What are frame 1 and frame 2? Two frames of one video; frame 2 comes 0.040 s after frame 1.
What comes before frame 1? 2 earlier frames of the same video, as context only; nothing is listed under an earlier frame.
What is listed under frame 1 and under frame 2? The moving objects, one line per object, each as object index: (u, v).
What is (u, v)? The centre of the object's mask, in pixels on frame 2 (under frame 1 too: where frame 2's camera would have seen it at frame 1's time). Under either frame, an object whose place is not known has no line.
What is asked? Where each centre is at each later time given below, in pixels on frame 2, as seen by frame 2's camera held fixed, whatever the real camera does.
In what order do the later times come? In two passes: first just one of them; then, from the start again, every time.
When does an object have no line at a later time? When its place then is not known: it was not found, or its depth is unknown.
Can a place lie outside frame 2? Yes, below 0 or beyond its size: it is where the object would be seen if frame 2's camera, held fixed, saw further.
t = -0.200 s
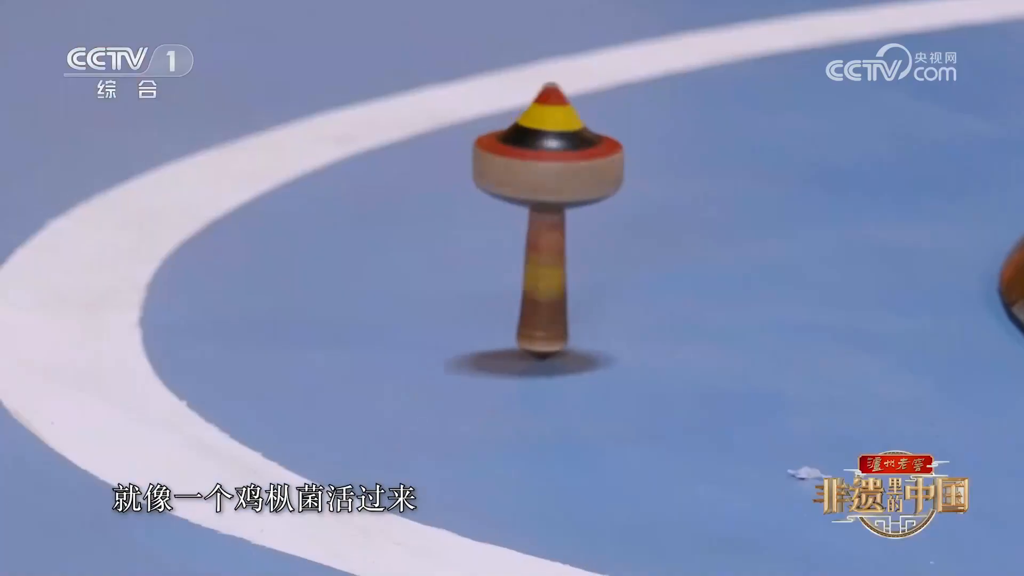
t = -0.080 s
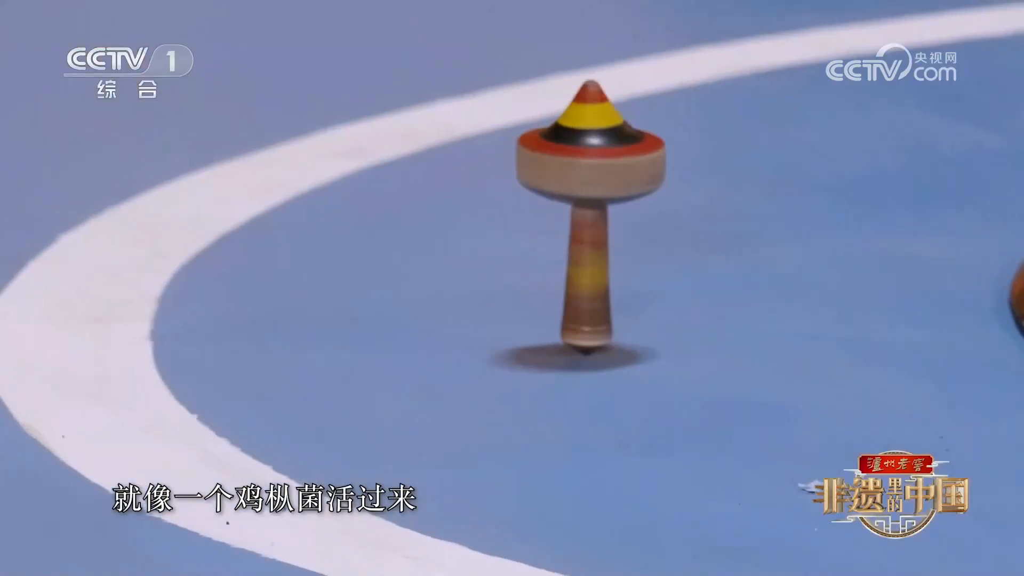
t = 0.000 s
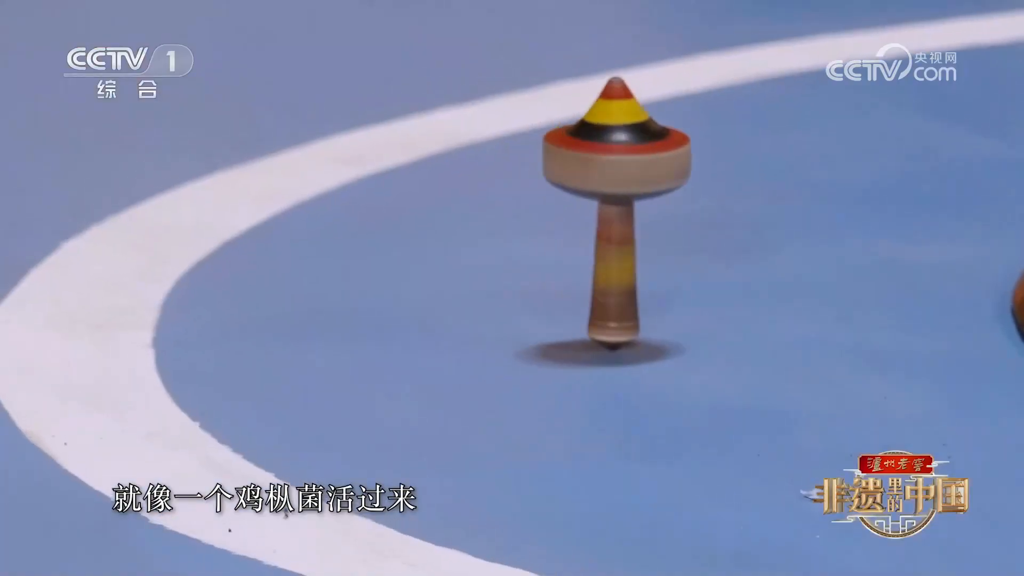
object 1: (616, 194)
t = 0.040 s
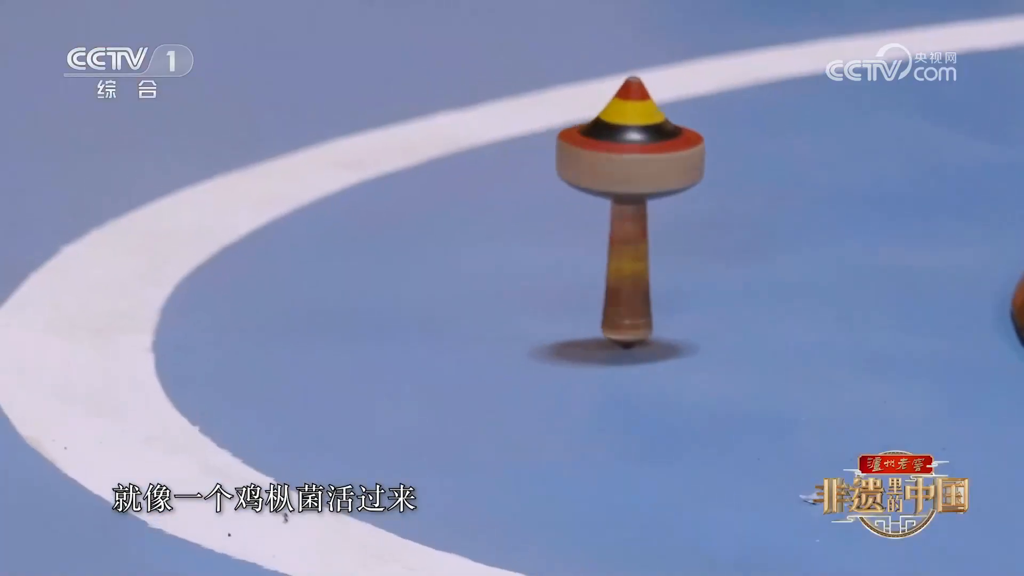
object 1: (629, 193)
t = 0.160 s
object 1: (663, 194)
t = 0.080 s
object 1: (642, 193)
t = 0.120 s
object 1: (654, 194)
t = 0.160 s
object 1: (663, 194)
